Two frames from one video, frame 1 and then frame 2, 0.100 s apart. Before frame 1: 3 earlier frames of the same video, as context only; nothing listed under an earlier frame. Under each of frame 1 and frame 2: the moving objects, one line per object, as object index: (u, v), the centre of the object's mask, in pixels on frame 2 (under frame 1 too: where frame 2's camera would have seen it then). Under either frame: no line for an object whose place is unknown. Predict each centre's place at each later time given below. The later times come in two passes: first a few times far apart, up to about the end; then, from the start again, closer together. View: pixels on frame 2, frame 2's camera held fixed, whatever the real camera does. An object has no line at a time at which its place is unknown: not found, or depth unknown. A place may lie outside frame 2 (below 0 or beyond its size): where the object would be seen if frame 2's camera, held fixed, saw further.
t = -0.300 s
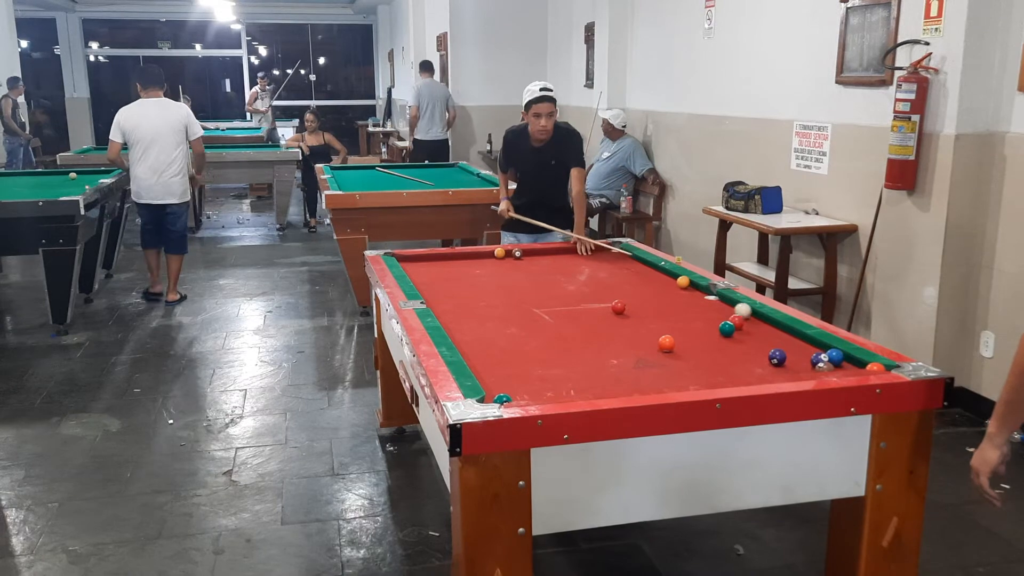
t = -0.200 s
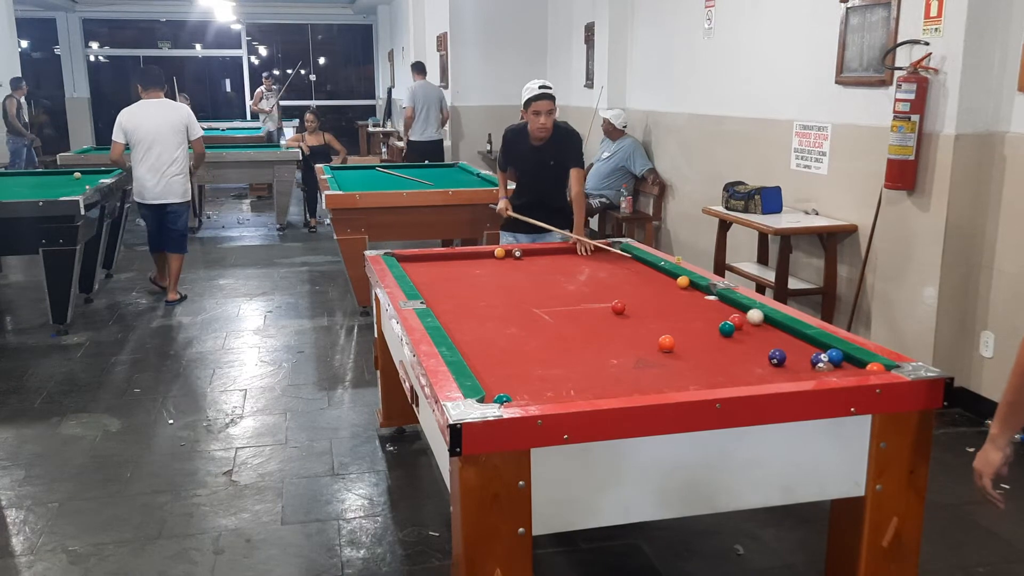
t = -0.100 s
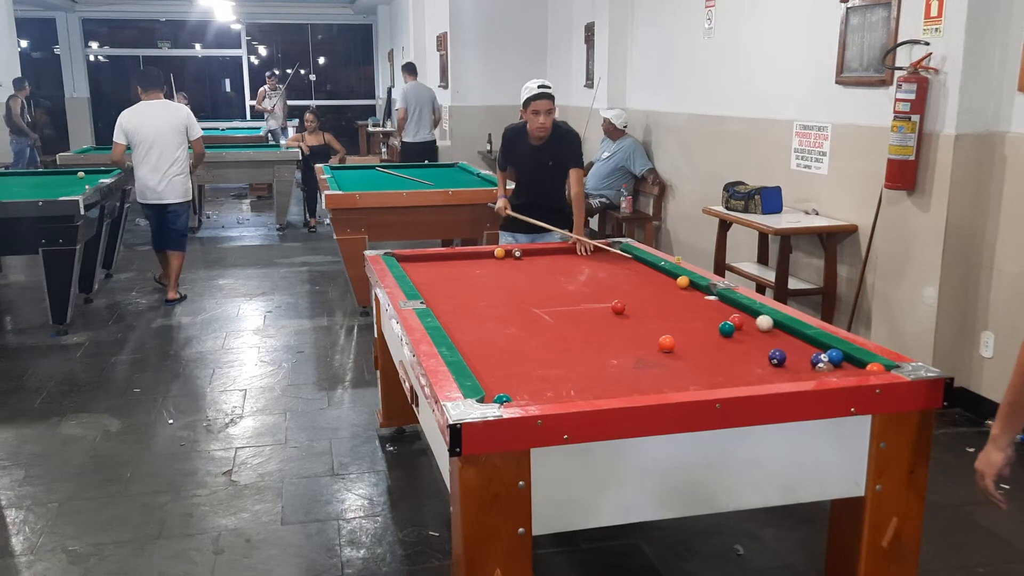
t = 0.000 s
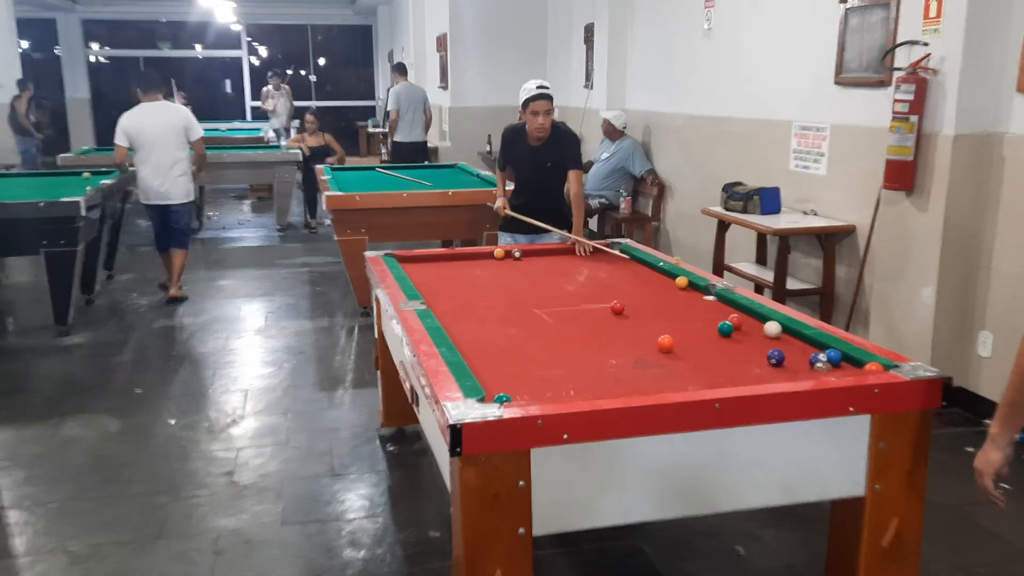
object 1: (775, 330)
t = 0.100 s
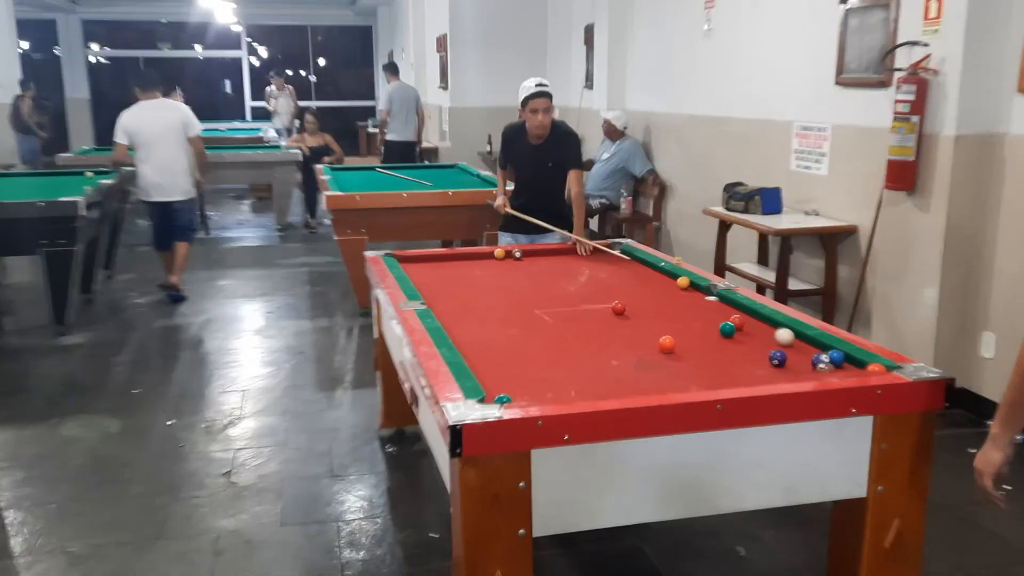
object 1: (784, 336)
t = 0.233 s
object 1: (798, 345)
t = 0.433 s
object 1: (812, 356)
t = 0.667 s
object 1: (819, 360)
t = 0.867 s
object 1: (822, 365)
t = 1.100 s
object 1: (825, 368)
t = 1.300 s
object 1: (822, 368)
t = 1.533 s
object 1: (814, 367)
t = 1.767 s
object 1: (808, 366)
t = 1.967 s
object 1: (804, 366)
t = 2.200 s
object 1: (801, 366)
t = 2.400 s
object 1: (800, 366)
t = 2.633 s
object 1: (799, 366)
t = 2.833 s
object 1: (799, 366)
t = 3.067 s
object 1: (799, 366)
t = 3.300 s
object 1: (799, 366)
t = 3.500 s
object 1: (798, 365)
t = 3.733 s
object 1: (800, 366)
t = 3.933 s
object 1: (799, 366)
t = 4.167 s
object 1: (799, 366)
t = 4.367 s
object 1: (799, 366)
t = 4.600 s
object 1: (799, 366)
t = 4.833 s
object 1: (799, 366)
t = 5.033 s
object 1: (801, 367)
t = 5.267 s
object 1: (798, 366)
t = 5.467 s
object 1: (799, 366)
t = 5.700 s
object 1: (798, 366)
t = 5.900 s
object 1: (799, 366)
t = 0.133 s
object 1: (788, 339)
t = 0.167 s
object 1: (791, 341)
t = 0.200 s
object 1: (795, 343)
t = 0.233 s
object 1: (798, 345)
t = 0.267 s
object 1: (802, 348)
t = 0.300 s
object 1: (805, 350)
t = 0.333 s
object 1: (808, 352)
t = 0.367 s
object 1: (810, 354)
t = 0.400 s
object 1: (811, 355)
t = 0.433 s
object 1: (812, 356)
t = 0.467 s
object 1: (813, 357)
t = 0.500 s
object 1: (814, 358)
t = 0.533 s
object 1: (815, 358)
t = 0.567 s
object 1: (814, 359)
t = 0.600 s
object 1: (816, 358)
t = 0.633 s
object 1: (817, 360)
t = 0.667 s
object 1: (819, 360)
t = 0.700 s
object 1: (819, 360)
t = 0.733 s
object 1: (820, 362)
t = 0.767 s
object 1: (821, 362)
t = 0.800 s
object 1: (821, 363)
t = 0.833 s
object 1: (822, 364)
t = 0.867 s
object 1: (822, 365)
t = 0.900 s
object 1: (822, 365)
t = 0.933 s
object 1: (823, 366)
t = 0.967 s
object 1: (823, 366)
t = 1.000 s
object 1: (824, 367)
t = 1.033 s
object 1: (824, 367)
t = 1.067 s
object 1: (825, 368)
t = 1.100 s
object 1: (825, 368)
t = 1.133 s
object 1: (825, 368)
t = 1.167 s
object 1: (826, 369)
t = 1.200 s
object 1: (825, 369)
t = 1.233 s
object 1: (824, 368)
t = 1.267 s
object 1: (823, 368)
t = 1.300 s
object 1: (822, 368)
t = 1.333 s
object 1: (820, 368)
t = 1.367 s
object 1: (819, 368)
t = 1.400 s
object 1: (818, 368)
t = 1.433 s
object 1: (817, 368)
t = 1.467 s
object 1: (816, 368)
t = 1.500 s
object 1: (815, 368)
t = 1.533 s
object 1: (814, 367)
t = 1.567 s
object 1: (813, 367)
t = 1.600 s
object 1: (812, 367)
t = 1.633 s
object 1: (811, 367)
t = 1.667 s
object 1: (811, 367)
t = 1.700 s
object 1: (810, 367)
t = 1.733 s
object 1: (809, 367)
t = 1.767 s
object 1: (808, 366)
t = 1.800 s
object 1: (808, 367)
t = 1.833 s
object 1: (807, 366)
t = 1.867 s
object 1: (806, 366)
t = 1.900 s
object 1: (806, 366)
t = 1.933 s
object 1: (805, 366)
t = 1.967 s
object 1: (804, 366)
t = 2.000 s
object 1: (804, 366)
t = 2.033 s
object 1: (803, 366)
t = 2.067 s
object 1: (803, 366)
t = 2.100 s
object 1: (803, 366)
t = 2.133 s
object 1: (802, 366)
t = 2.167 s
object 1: (802, 366)
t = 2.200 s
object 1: (801, 366)
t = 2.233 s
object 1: (801, 366)
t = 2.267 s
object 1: (801, 366)
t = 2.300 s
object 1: (801, 366)
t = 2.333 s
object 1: (800, 366)
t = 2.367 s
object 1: (800, 366)
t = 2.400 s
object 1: (800, 366)
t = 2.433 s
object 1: (799, 366)
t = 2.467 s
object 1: (800, 366)
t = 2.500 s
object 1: (799, 366)
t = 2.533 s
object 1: (799, 366)
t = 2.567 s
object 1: (799, 366)
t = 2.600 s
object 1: (799, 366)
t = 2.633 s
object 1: (799, 366)
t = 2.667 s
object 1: (799, 366)
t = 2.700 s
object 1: (799, 366)
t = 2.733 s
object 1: (799, 366)
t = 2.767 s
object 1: (799, 366)
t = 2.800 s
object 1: (799, 366)
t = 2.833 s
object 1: (799, 366)
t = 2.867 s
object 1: (799, 366)
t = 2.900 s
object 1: (799, 366)
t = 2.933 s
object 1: (799, 366)
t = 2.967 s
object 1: (799, 366)
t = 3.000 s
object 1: (799, 366)
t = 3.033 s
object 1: (799, 366)
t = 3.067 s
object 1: (799, 366)
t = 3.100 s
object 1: (799, 366)
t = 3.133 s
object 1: (799, 366)
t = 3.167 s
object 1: (799, 366)
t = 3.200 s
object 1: (799, 366)
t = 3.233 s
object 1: (799, 366)
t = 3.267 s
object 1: (799, 366)
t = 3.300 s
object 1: (799, 366)
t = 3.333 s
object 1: (799, 366)
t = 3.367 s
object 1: (799, 366)
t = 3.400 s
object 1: (798, 366)
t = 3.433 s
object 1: (797, 365)
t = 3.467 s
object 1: (797, 365)
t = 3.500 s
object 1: (798, 365)
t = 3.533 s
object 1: (799, 366)
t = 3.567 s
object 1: (800, 366)
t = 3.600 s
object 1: (801, 366)
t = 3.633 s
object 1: (801, 366)
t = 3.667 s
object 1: (801, 367)
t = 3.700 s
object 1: (800, 366)
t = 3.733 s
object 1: (800, 366)
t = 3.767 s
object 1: (799, 366)
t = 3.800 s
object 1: (799, 366)
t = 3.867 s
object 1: (799, 366)
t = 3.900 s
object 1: (799, 366)
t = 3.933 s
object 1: (799, 366)
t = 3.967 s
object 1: (799, 366)
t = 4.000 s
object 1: (799, 366)
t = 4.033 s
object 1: (799, 366)
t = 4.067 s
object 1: (799, 366)
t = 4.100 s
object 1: (799, 366)
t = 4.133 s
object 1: (799, 366)
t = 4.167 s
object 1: (799, 366)
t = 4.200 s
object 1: (799, 366)
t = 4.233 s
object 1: (799, 366)
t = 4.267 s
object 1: (799, 366)
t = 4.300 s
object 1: (799, 366)
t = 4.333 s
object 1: (799, 366)
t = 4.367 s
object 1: (799, 366)
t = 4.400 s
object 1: (799, 366)
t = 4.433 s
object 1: (799, 366)
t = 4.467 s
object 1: (799, 366)
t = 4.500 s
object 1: (799, 366)
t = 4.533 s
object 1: (799, 366)
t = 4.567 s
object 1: (799, 366)
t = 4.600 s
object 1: (799, 366)
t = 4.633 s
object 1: (799, 366)
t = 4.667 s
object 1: (799, 366)
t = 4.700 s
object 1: (799, 366)
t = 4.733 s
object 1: (799, 366)
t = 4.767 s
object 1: (799, 366)
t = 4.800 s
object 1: (799, 366)
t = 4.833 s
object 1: (799, 366)
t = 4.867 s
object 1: (799, 366)
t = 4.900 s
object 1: (798, 366)
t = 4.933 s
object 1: (797, 366)
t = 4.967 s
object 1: (798, 366)
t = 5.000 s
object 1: (799, 366)
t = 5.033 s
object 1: (801, 367)
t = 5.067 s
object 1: (801, 367)
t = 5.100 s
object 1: (801, 367)
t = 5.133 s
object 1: (800, 367)
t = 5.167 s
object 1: (800, 366)
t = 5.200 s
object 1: (799, 366)
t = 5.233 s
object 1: (799, 366)
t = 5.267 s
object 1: (798, 366)
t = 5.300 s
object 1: (798, 366)
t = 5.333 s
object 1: (799, 366)
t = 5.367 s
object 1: (799, 366)
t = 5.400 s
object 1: (798, 366)
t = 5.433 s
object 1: (798, 366)
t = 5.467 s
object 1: (799, 366)
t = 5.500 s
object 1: (798, 366)
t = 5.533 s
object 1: (799, 366)
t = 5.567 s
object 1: (798, 366)
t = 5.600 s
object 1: (799, 366)
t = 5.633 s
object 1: (798, 366)
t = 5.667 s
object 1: (798, 366)
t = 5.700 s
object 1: (798, 366)
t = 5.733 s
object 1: (799, 366)
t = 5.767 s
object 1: (799, 366)
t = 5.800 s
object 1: (798, 366)
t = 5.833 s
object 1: (798, 366)
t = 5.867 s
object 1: (799, 366)
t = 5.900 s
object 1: (799, 366)
